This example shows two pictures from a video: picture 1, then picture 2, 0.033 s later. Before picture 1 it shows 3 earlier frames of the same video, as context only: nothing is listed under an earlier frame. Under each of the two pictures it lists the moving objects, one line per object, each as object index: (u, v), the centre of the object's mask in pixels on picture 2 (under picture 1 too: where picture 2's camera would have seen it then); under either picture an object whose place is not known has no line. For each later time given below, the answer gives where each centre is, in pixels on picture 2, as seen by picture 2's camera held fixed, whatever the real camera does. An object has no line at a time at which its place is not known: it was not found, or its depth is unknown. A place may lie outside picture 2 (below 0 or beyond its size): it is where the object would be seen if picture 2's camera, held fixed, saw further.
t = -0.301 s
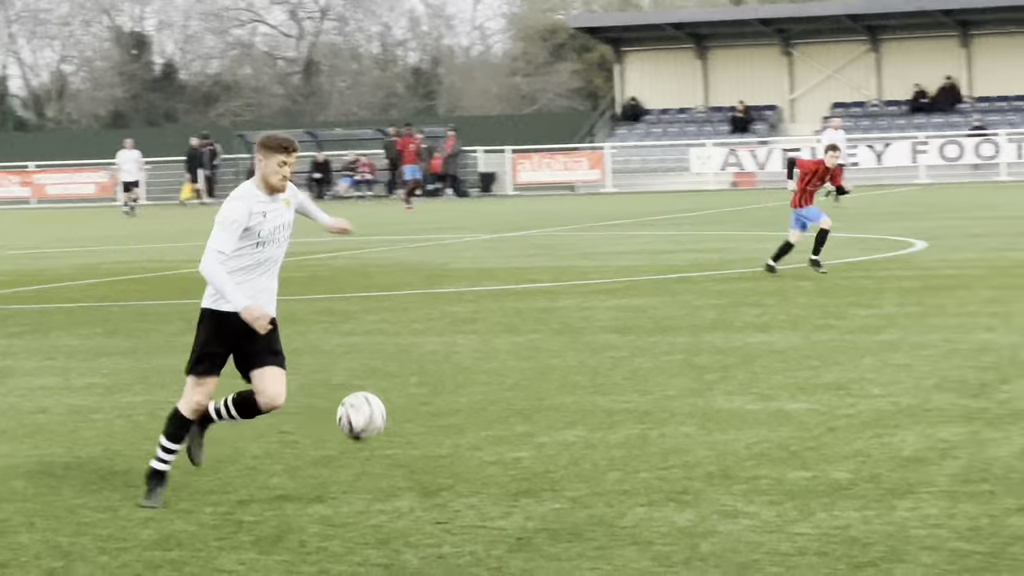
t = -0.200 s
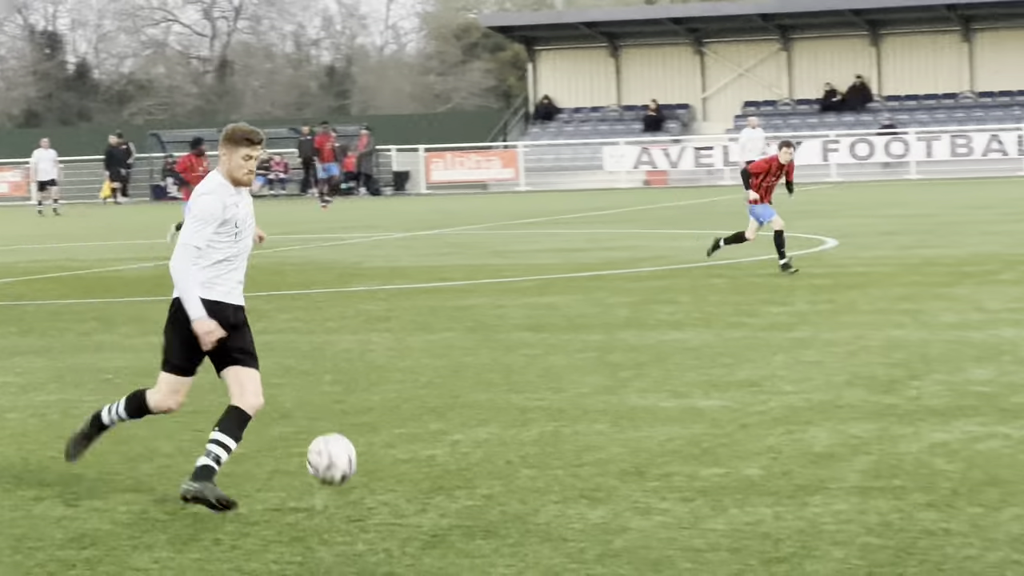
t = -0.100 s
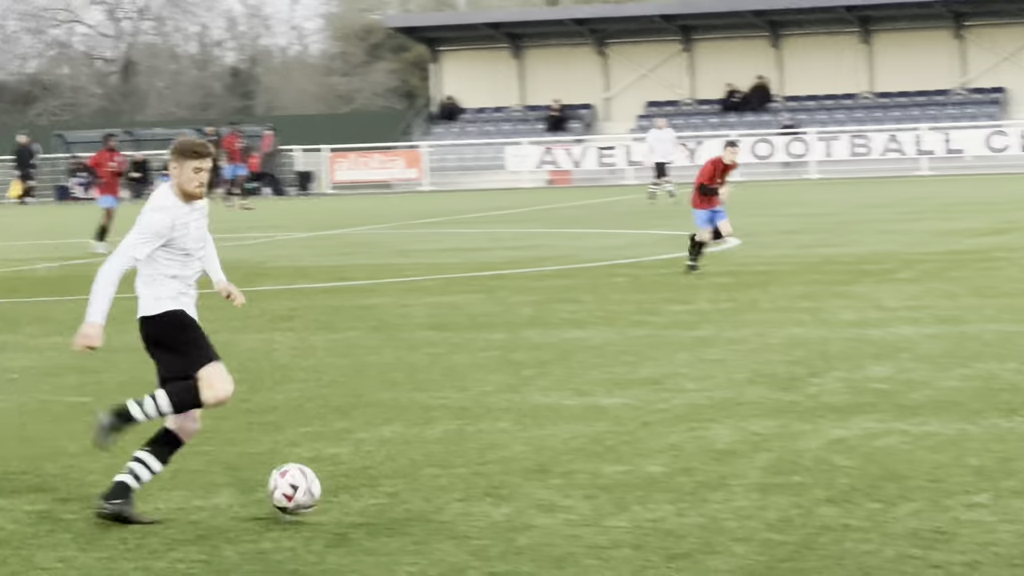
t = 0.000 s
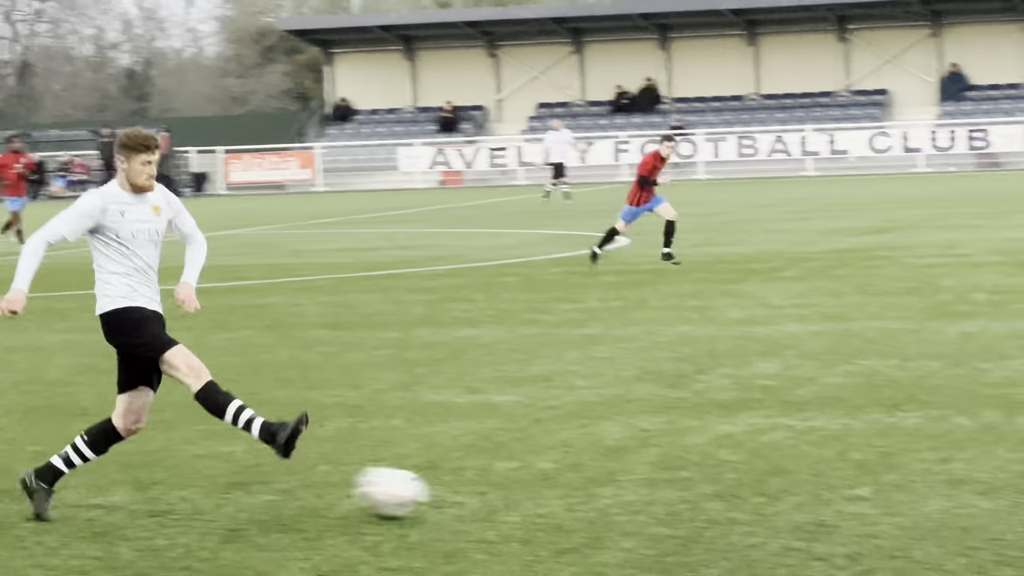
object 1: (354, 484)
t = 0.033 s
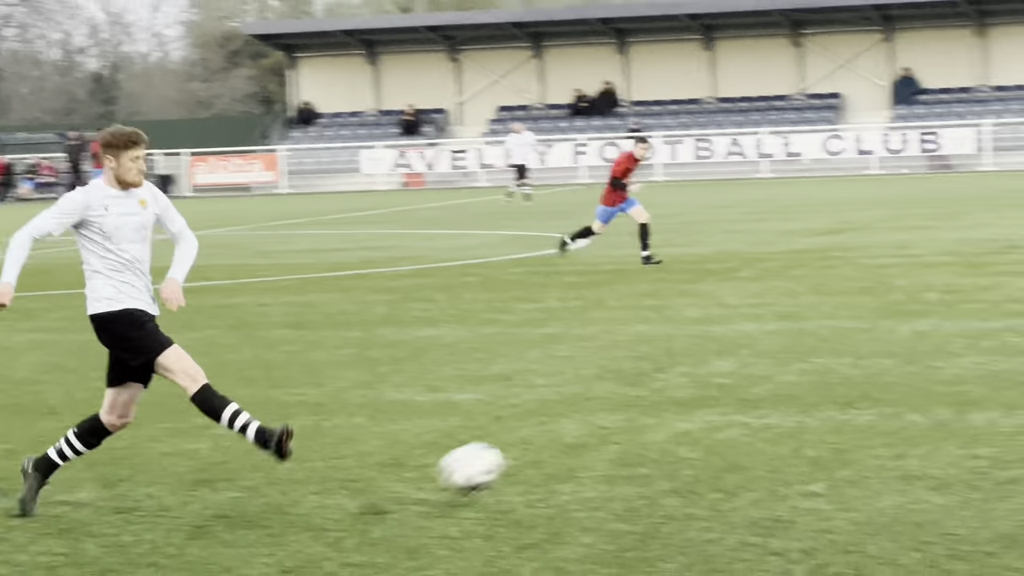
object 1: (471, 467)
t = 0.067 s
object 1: (581, 442)
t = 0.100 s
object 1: (690, 420)
